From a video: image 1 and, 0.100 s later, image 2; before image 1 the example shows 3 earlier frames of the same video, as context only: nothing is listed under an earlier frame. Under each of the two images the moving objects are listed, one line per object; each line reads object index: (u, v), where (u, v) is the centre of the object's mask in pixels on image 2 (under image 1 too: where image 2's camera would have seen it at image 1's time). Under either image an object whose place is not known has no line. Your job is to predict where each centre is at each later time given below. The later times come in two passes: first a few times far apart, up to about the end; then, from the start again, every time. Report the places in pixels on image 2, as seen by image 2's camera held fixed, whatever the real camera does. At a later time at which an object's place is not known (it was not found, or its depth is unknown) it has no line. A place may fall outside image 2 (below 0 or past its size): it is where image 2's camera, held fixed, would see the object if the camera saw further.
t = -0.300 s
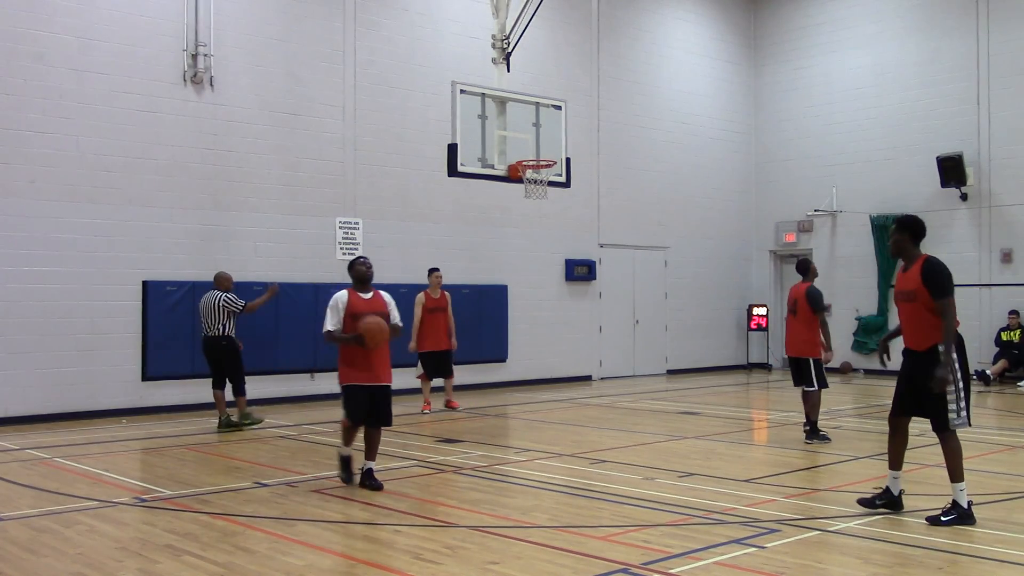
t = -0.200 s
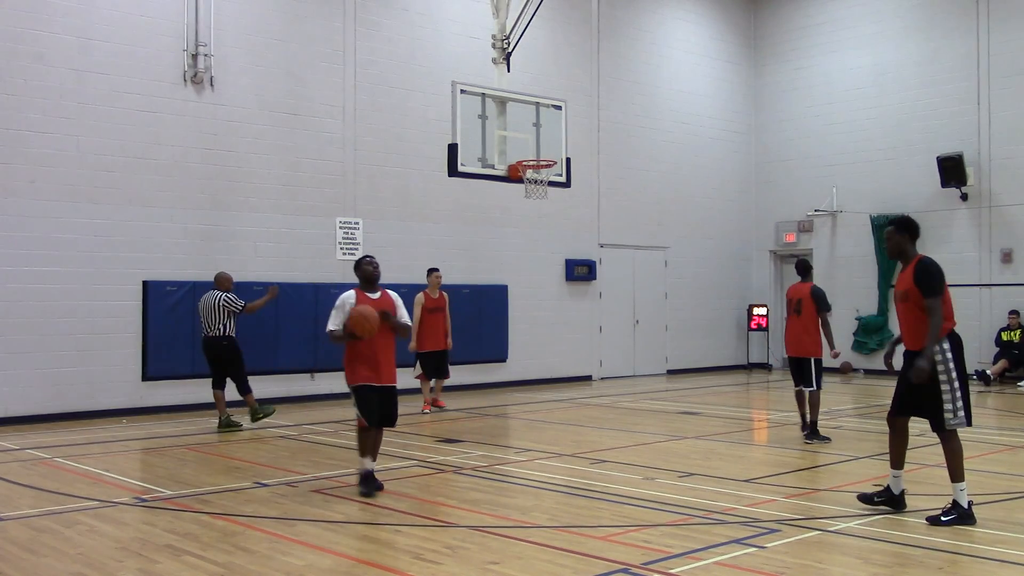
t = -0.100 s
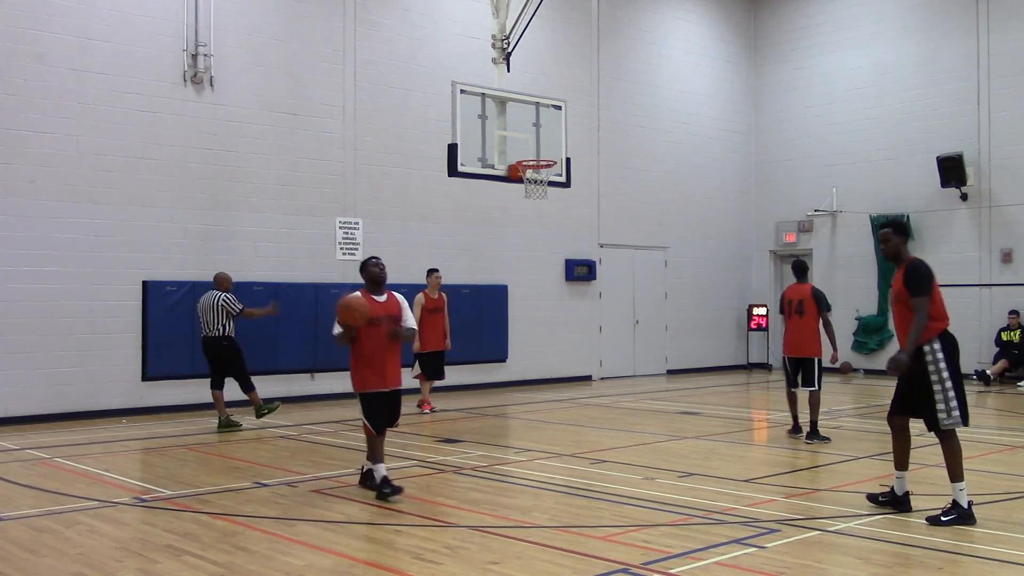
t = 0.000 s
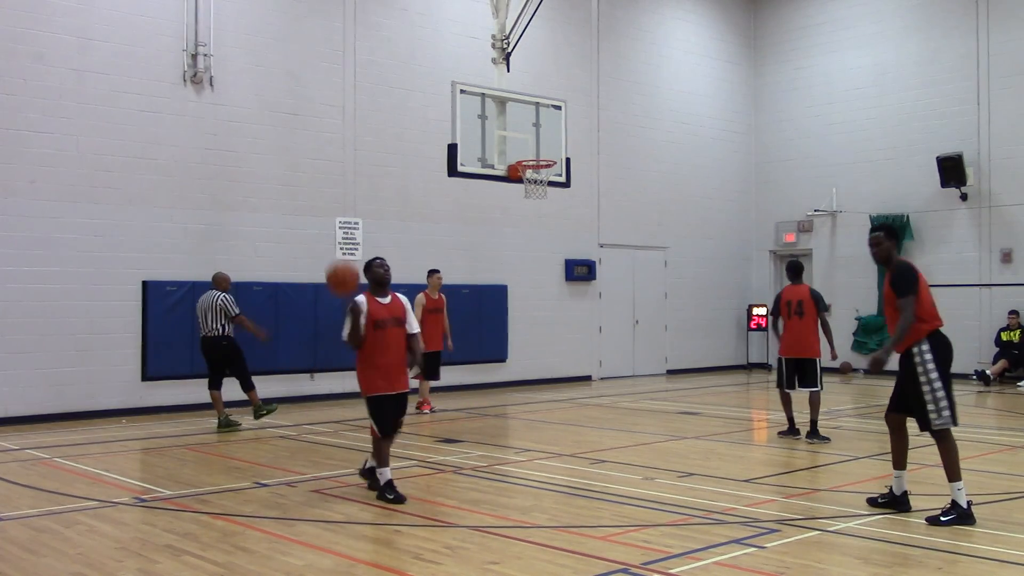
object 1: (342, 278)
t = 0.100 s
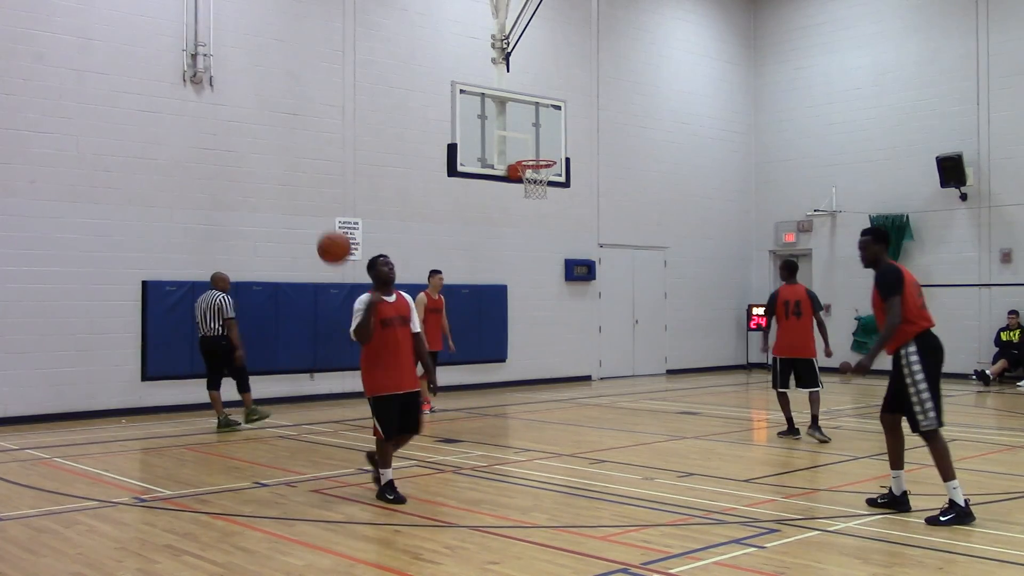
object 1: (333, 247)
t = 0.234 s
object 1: (323, 229)
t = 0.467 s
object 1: (306, 253)
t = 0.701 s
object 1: (289, 343)
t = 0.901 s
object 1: (276, 461)
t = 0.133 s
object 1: (331, 241)
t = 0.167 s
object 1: (328, 235)
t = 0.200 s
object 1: (325, 232)
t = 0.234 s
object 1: (323, 229)
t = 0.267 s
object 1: (320, 229)
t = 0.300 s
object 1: (318, 229)
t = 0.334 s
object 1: (316, 231)
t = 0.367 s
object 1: (313, 235)
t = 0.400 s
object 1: (310, 240)
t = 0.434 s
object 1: (308, 246)
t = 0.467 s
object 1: (306, 253)
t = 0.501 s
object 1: (303, 262)
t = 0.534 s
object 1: (301, 273)
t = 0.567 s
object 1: (298, 284)
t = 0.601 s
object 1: (296, 298)
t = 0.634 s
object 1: (294, 311)
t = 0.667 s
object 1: (291, 326)
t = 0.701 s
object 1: (289, 343)
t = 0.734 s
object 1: (287, 359)
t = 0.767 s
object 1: (285, 381)
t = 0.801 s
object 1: (283, 401)
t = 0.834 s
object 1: (281, 421)
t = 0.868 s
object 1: (278, 449)
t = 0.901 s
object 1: (276, 461)
